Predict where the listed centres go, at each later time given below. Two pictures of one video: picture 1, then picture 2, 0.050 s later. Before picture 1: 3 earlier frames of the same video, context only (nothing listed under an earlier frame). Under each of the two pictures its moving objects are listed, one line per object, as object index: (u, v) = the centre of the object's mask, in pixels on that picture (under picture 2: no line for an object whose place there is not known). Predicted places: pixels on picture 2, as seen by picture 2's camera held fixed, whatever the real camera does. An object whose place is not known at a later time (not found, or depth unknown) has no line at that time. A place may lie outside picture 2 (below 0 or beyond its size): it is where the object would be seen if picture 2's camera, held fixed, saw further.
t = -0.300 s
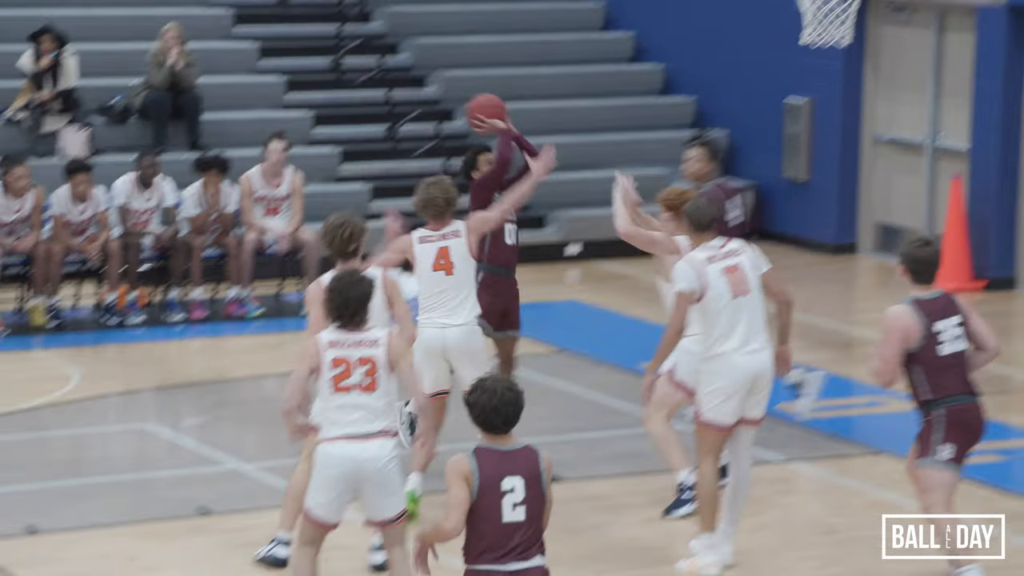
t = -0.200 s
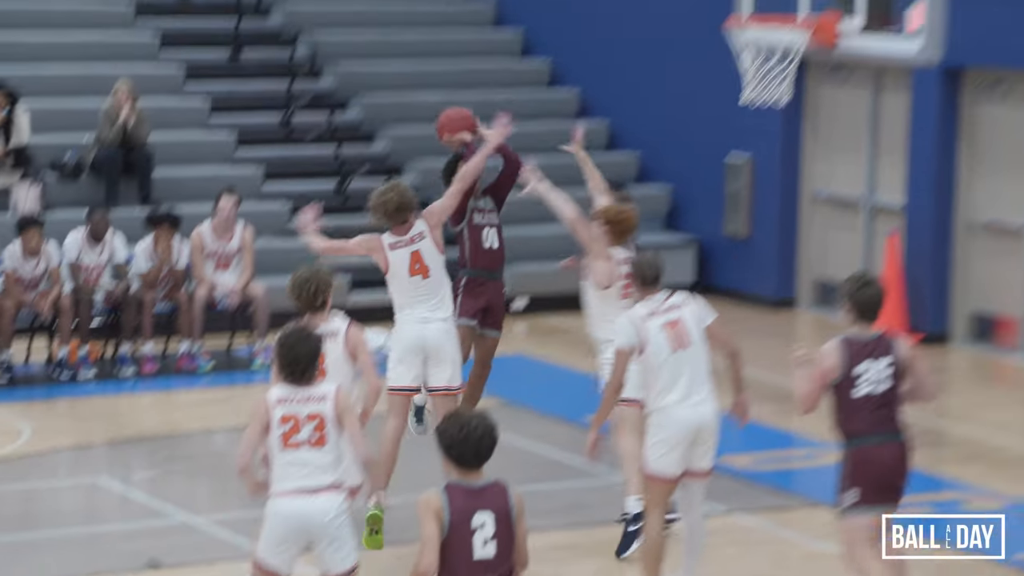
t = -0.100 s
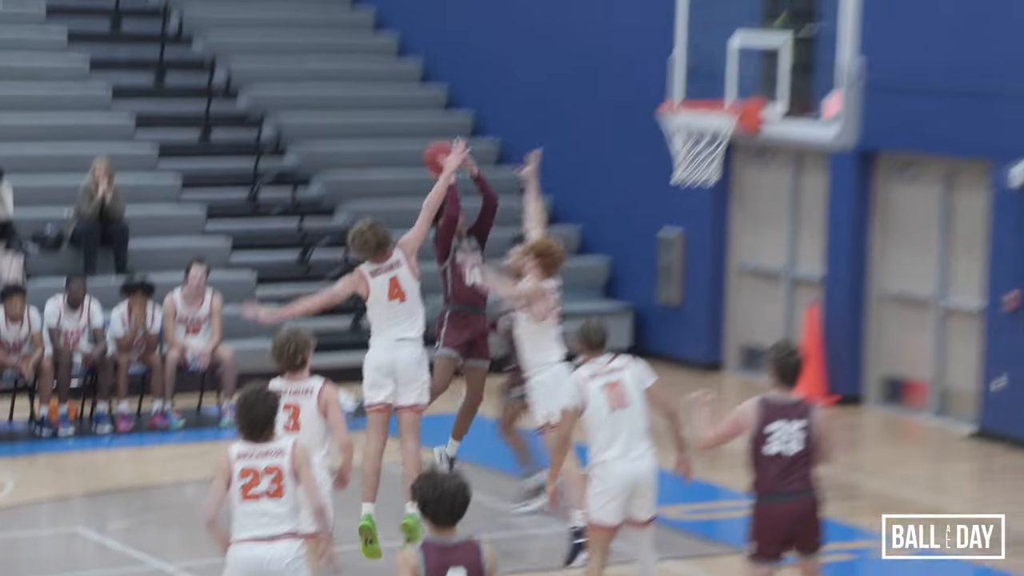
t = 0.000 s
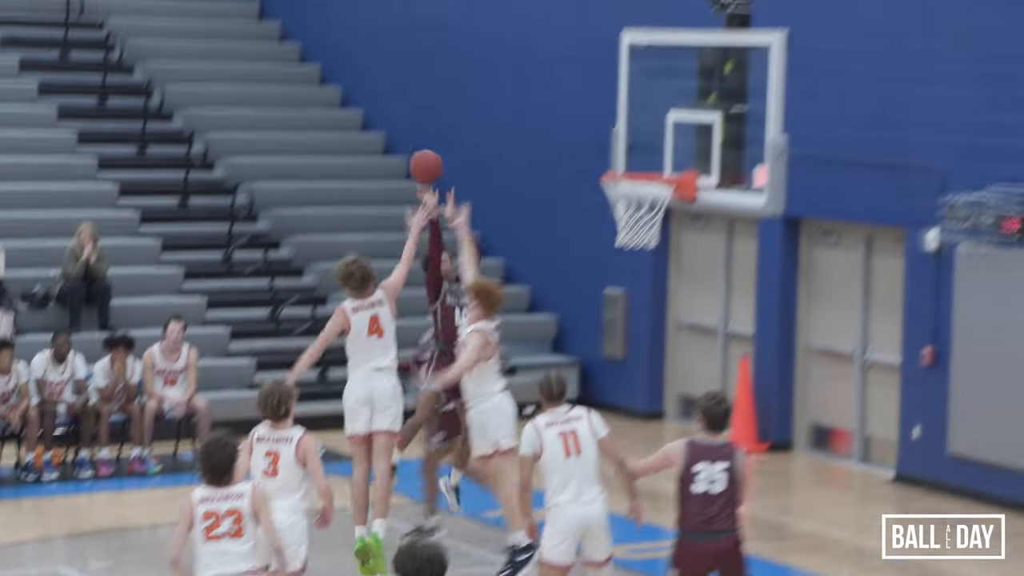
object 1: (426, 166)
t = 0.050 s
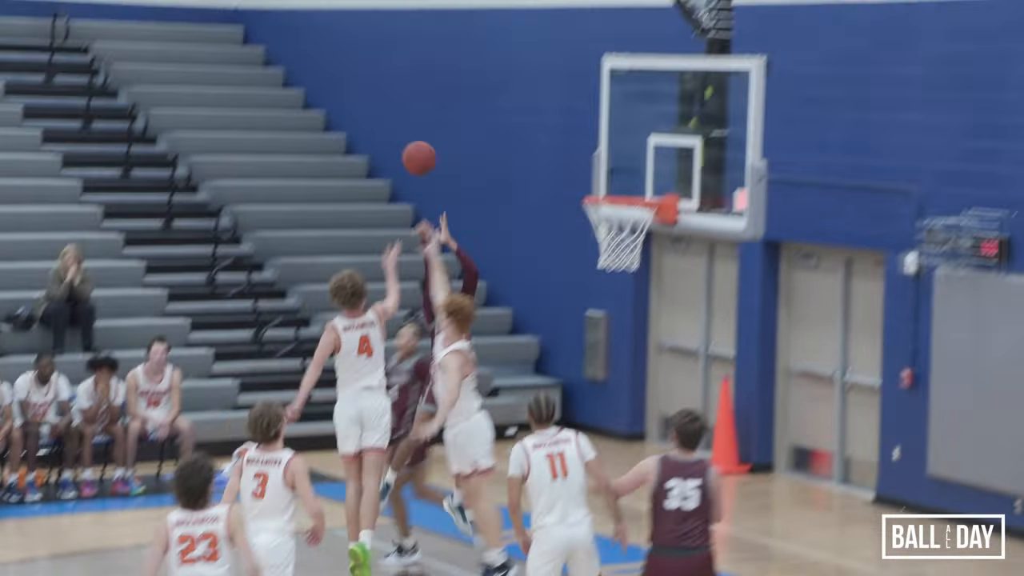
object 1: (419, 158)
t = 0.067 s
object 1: (422, 147)
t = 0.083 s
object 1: (425, 138)
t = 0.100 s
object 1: (429, 128)
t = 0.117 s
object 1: (433, 120)
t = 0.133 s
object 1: (436, 111)
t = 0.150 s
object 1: (440, 103)
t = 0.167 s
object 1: (443, 95)
